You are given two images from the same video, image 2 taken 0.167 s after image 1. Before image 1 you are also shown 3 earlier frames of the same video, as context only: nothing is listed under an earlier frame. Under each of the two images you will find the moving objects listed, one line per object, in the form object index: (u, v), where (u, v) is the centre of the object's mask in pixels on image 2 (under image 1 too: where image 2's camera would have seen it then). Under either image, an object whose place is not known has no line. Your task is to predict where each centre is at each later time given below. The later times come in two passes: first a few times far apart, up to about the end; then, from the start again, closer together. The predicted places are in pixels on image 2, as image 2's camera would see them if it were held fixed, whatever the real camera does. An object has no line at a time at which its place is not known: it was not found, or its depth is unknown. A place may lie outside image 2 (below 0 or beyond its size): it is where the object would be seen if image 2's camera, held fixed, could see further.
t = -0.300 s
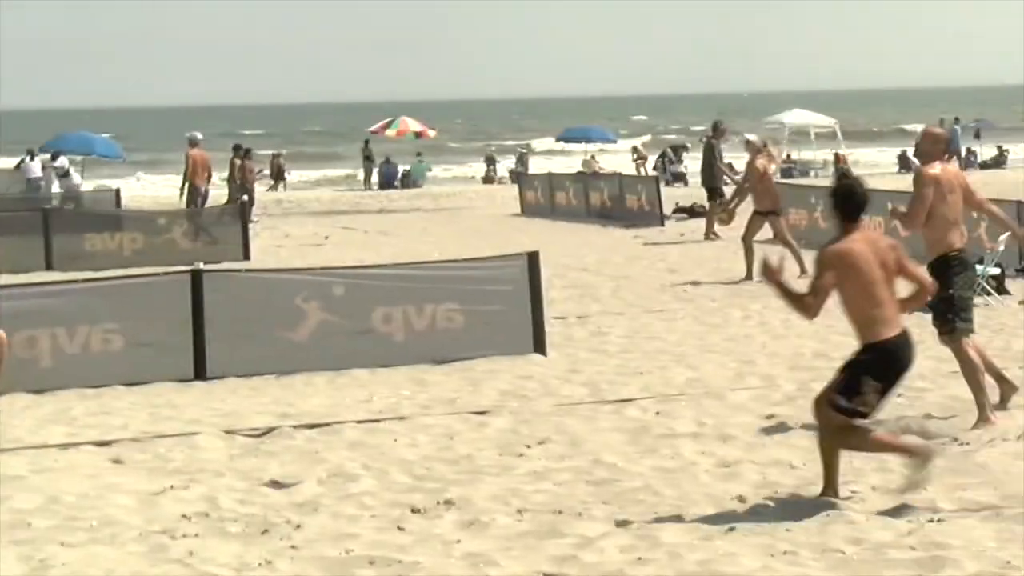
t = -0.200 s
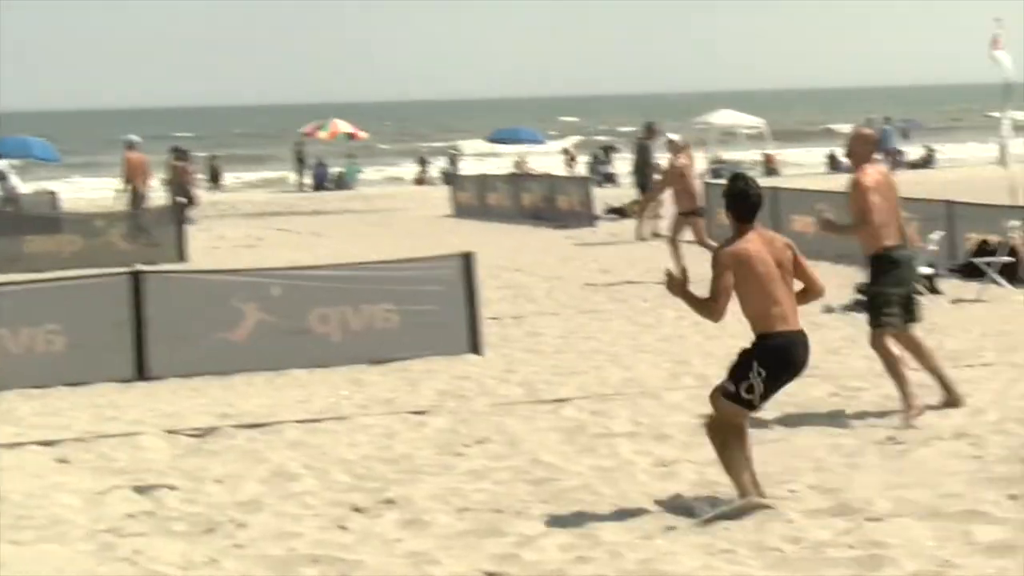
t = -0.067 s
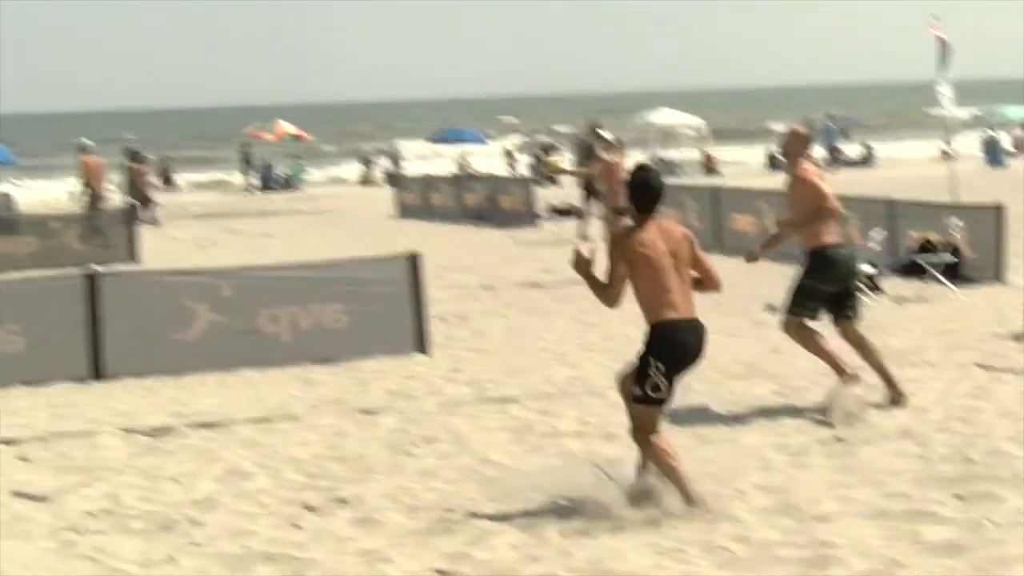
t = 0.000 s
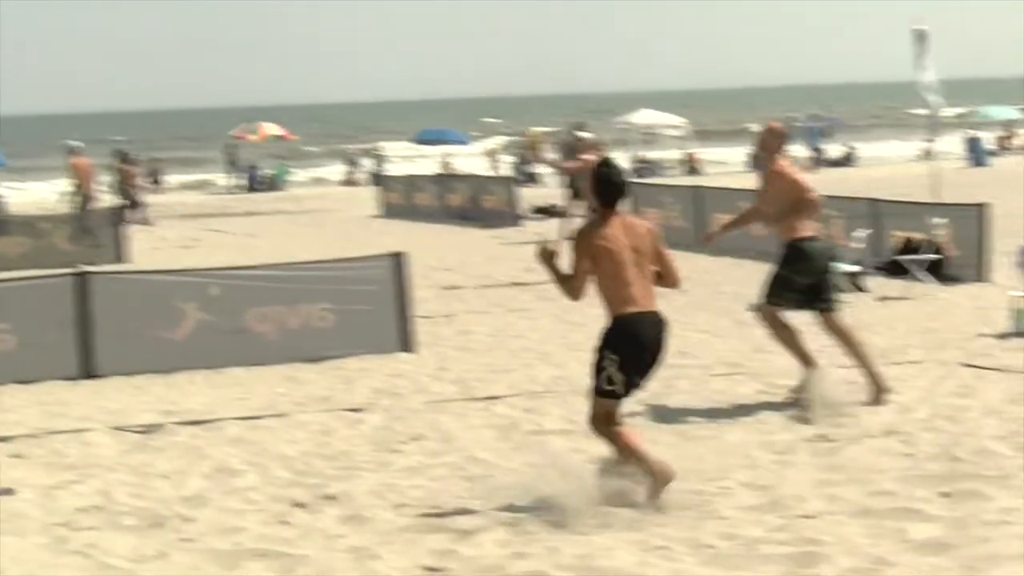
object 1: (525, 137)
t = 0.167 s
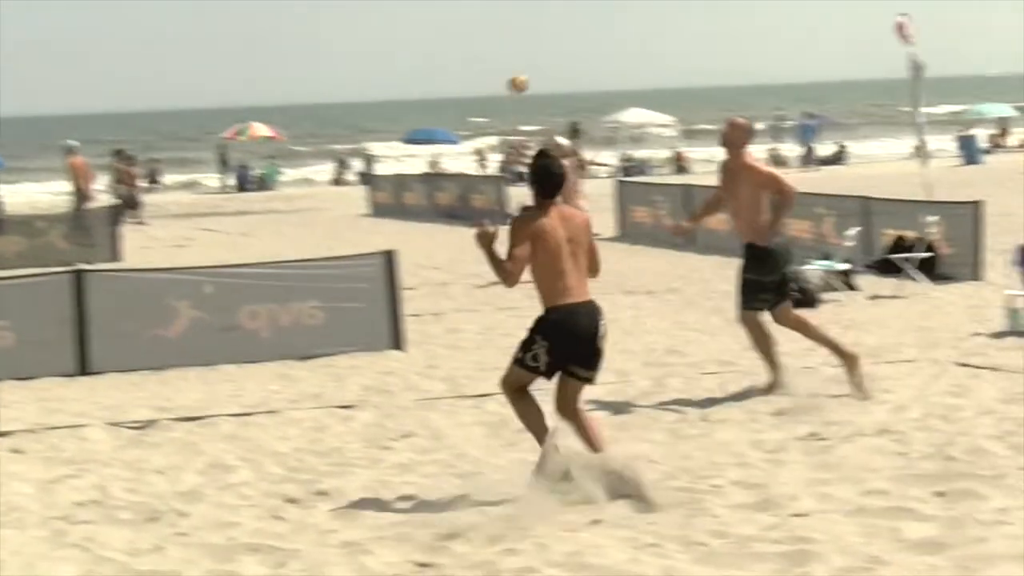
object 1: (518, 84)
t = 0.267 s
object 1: (517, 63)
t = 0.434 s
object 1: (520, 51)
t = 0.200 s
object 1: (518, 76)
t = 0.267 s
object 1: (517, 63)
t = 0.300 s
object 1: (519, 62)
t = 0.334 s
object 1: (518, 56)
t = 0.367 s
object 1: (519, 53)
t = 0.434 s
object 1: (520, 51)
